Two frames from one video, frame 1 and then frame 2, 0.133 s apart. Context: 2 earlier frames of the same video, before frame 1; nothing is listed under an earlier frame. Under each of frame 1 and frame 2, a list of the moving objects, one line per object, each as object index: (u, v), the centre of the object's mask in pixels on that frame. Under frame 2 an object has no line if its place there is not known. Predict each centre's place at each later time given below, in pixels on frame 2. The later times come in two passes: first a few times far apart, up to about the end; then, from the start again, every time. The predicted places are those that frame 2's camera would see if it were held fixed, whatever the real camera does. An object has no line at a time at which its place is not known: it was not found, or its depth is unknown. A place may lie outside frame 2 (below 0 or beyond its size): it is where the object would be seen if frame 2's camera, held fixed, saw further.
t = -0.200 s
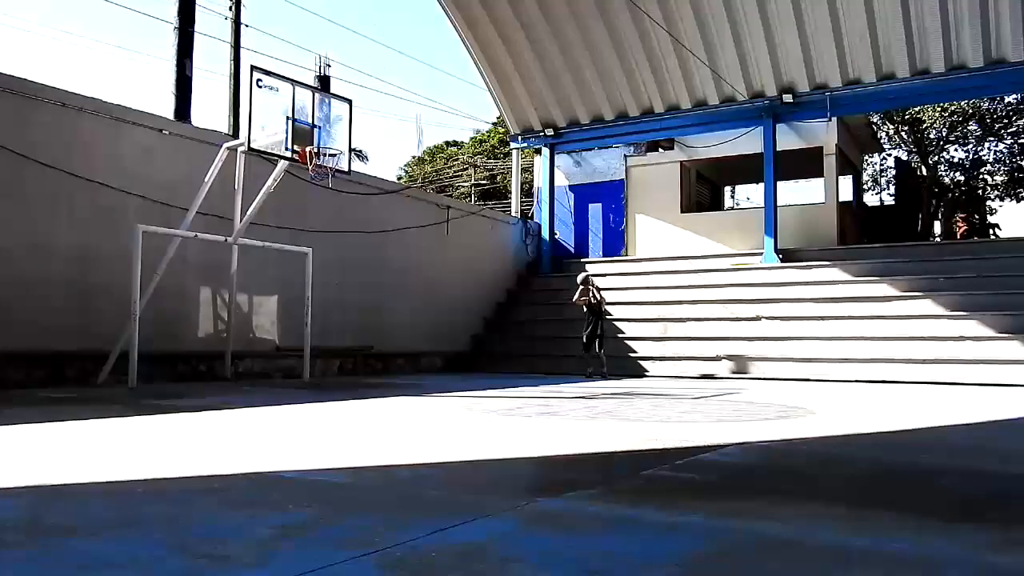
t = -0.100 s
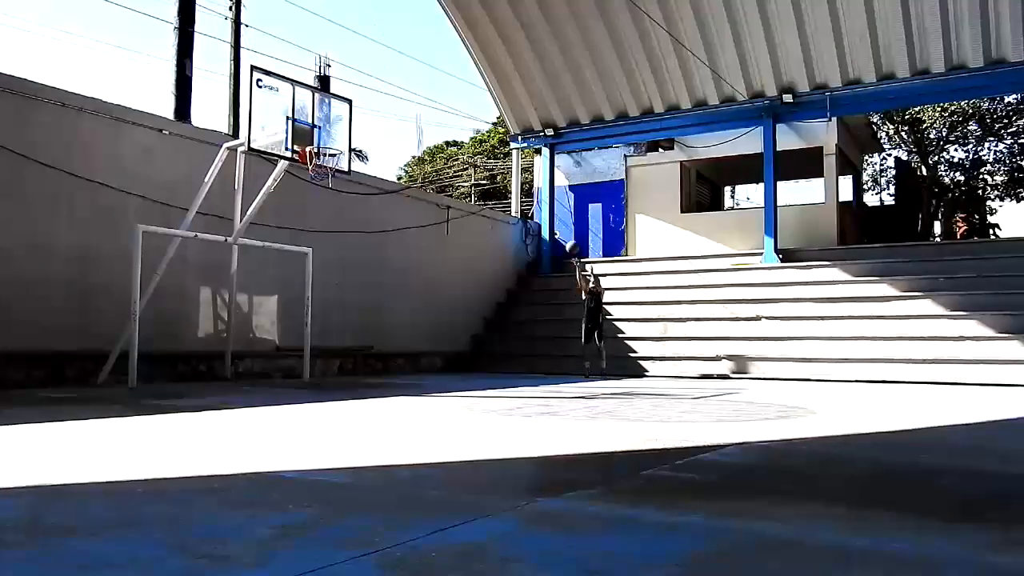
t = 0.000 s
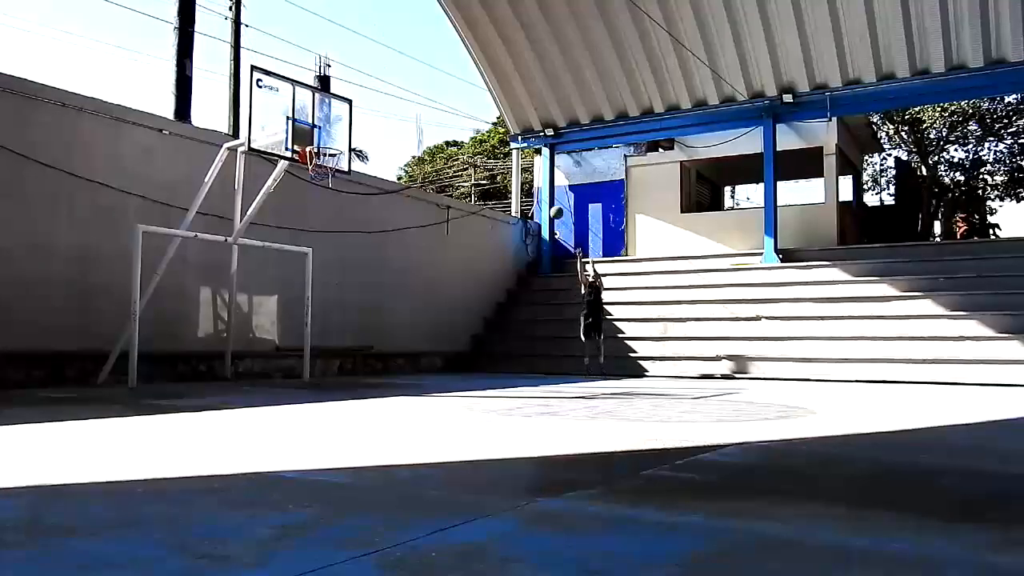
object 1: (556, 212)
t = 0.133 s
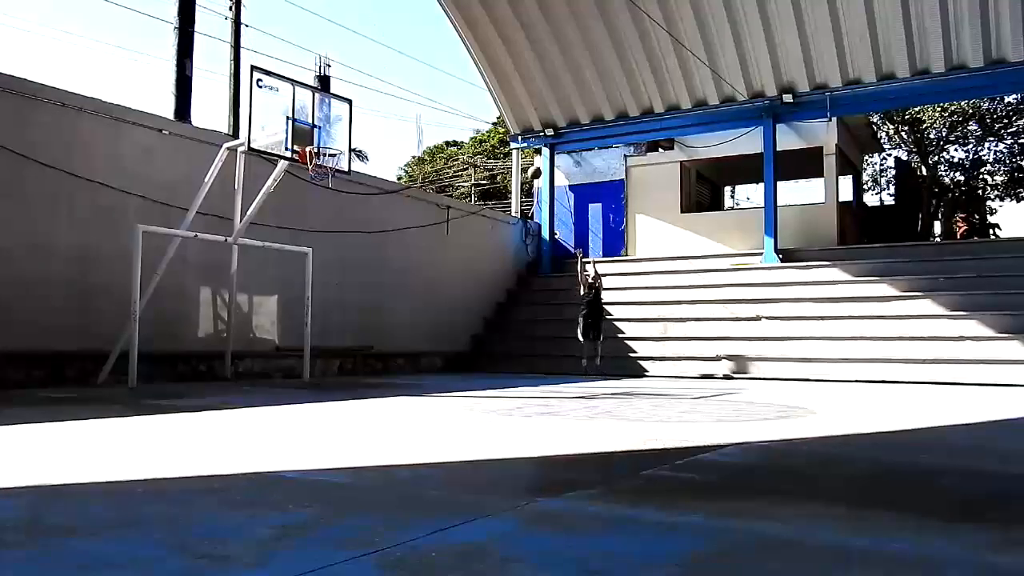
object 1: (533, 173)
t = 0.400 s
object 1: (488, 117)
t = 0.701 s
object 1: (424, 98)
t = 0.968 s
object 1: (356, 131)
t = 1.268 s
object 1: (307, 135)
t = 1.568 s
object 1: (324, 152)
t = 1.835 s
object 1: (329, 175)
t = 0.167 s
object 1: (528, 164)
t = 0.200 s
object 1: (524, 155)
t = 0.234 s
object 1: (517, 147)
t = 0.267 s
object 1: (511, 140)
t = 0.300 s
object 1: (505, 134)
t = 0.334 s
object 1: (501, 126)
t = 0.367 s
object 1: (494, 121)
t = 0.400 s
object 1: (488, 117)
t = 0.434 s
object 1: (481, 112)
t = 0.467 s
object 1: (474, 108)
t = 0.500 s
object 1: (468, 105)
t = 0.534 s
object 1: (461, 102)
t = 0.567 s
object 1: (454, 99)
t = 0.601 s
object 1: (446, 98)
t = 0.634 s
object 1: (439, 97)
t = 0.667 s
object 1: (432, 97)
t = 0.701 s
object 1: (424, 98)
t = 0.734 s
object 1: (416, 99)
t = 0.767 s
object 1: (408, 101)
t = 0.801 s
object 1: (400, 104)
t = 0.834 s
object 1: (392, 107)
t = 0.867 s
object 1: (383, 112)
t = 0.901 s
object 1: (374, 118)
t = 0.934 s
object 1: (365, 124)
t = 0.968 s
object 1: (356, 131)
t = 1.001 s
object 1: (347, 140)
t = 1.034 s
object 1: (338, 145)
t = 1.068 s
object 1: (332, 144)
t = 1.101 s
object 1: (327, 143)
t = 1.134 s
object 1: (321, 141)
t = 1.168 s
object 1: (317, 138)
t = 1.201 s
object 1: (314, 136)
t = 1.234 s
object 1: (310, 135)
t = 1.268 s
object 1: (307, 135)
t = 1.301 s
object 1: (304, 135)
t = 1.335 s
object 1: (306, 134)
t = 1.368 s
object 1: (309, 134)
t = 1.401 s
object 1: (311, 135)
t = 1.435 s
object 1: (314, 136)
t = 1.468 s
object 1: (317, 138)
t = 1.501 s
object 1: (320, 140)
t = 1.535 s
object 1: (321, 148)
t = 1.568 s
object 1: (324, 152)
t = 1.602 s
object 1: (328, 158)
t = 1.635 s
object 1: (328, 163)
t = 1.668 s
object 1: (329, 165)
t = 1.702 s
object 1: (329, 165)
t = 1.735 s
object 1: (329, 167)
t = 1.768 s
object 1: (329, 168)
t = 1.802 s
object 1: (329, 172)
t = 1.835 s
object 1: (329, 175)
